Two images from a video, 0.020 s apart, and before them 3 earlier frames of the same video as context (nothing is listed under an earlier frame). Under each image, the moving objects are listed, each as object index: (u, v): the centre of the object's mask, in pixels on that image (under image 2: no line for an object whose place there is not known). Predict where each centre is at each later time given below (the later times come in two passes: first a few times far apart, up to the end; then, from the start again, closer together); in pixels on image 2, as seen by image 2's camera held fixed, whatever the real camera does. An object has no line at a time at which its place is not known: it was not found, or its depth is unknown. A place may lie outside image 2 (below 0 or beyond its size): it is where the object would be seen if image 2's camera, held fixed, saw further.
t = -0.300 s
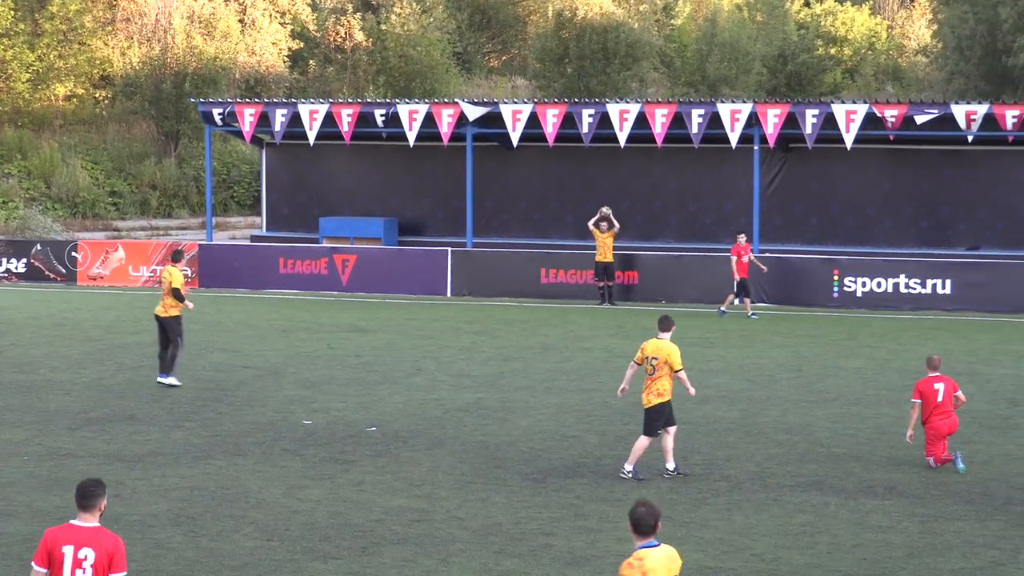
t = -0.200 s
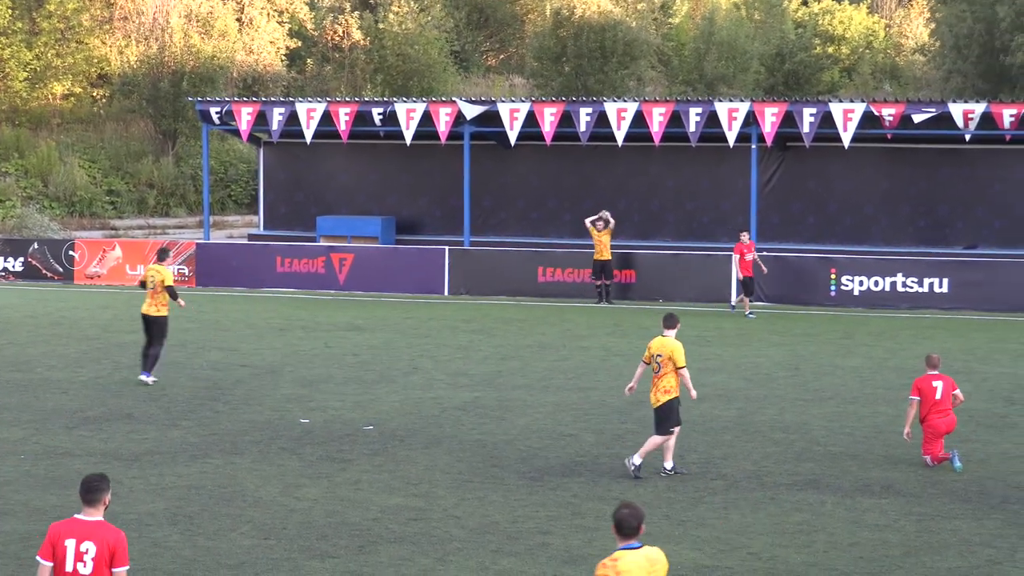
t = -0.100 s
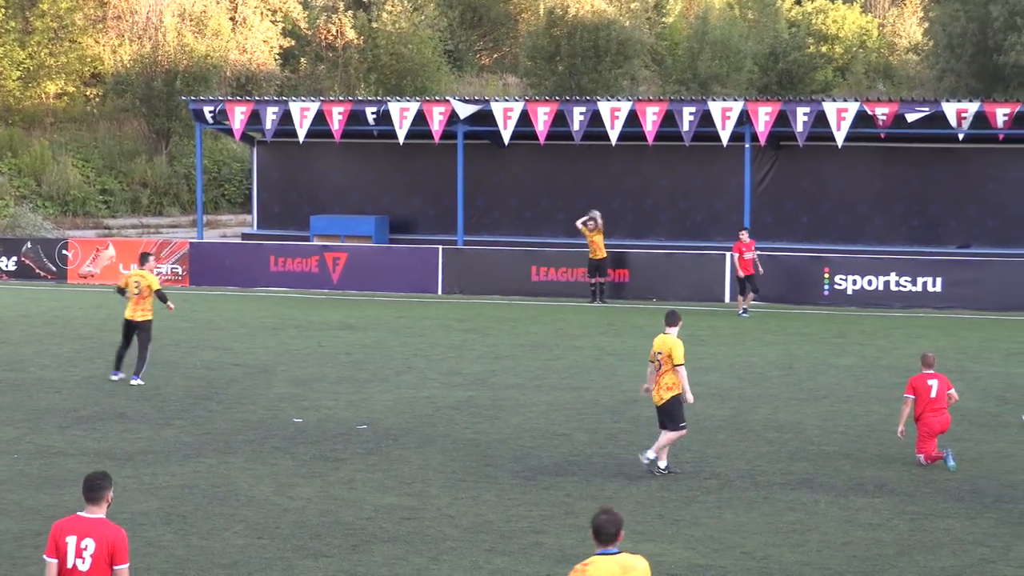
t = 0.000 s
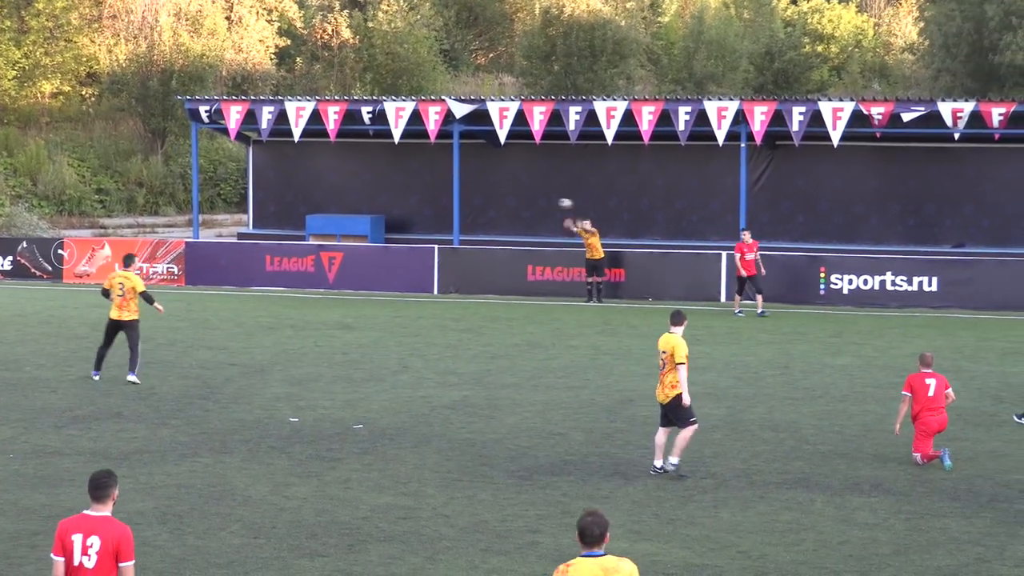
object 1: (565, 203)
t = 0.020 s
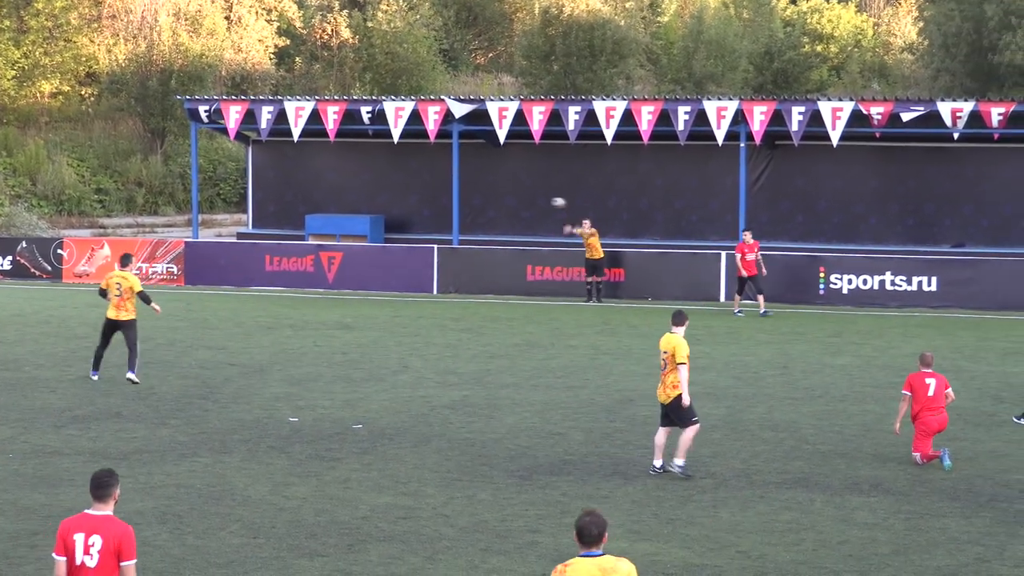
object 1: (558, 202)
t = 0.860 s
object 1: (265, 314)
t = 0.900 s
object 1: (257, 306)
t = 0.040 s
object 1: (552, 202)
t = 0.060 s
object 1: (546, 202)
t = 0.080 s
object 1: (540, 202)
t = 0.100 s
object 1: (535, 202)
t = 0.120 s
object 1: (531, 203)
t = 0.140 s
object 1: (527, 203)
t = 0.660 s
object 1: (333, 300)
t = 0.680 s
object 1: (324, 306)
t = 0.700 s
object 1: (315, 314)
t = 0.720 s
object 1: (307, 322)
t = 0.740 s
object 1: (297, 330)
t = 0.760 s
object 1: (289, 337)
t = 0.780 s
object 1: (284, 334)
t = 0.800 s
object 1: (281, 329)
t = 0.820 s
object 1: (275, 323)
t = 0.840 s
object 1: (270, 319)
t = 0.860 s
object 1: (265, 314)
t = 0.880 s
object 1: (261, 310)
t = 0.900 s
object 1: (257, 306)
